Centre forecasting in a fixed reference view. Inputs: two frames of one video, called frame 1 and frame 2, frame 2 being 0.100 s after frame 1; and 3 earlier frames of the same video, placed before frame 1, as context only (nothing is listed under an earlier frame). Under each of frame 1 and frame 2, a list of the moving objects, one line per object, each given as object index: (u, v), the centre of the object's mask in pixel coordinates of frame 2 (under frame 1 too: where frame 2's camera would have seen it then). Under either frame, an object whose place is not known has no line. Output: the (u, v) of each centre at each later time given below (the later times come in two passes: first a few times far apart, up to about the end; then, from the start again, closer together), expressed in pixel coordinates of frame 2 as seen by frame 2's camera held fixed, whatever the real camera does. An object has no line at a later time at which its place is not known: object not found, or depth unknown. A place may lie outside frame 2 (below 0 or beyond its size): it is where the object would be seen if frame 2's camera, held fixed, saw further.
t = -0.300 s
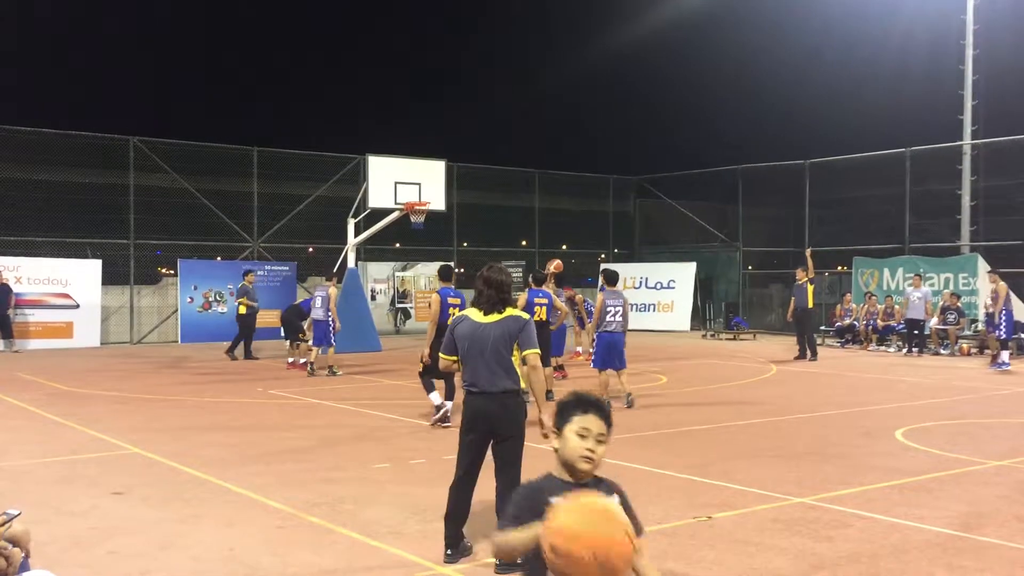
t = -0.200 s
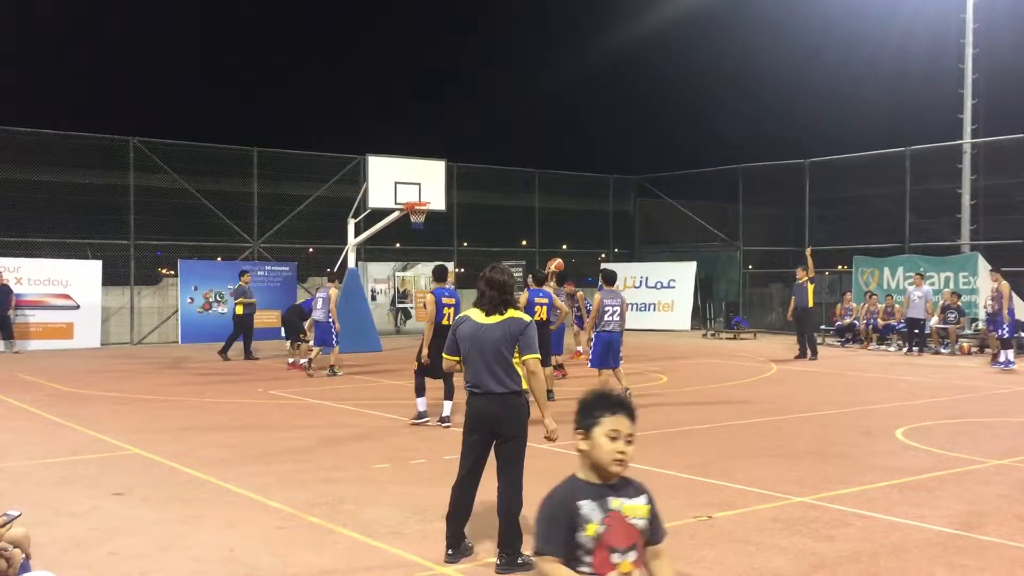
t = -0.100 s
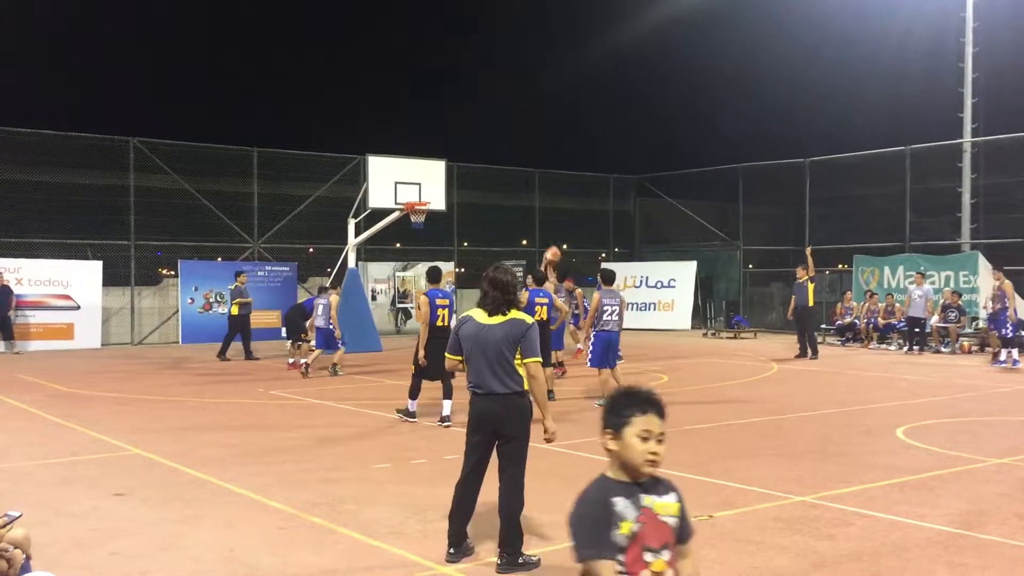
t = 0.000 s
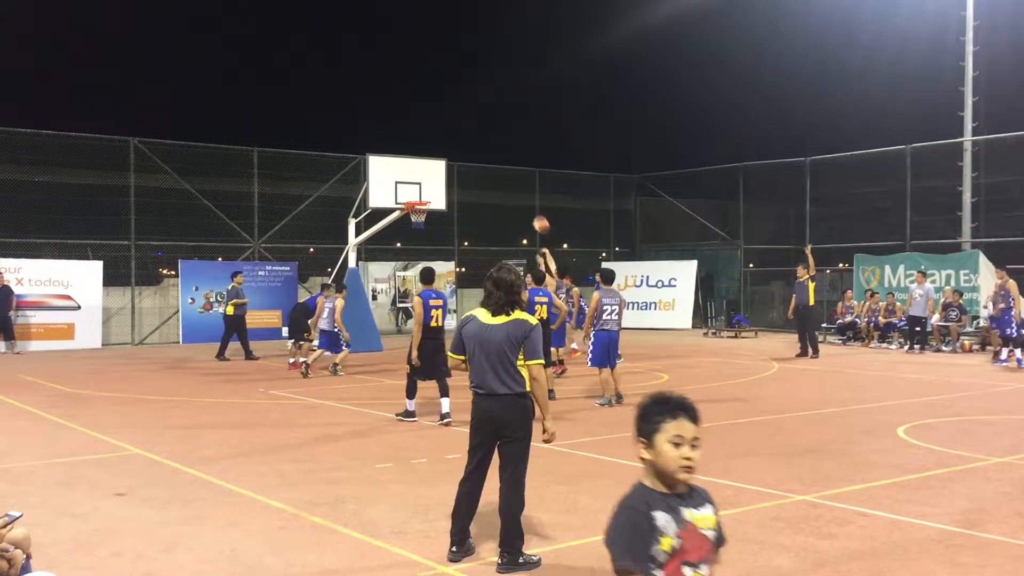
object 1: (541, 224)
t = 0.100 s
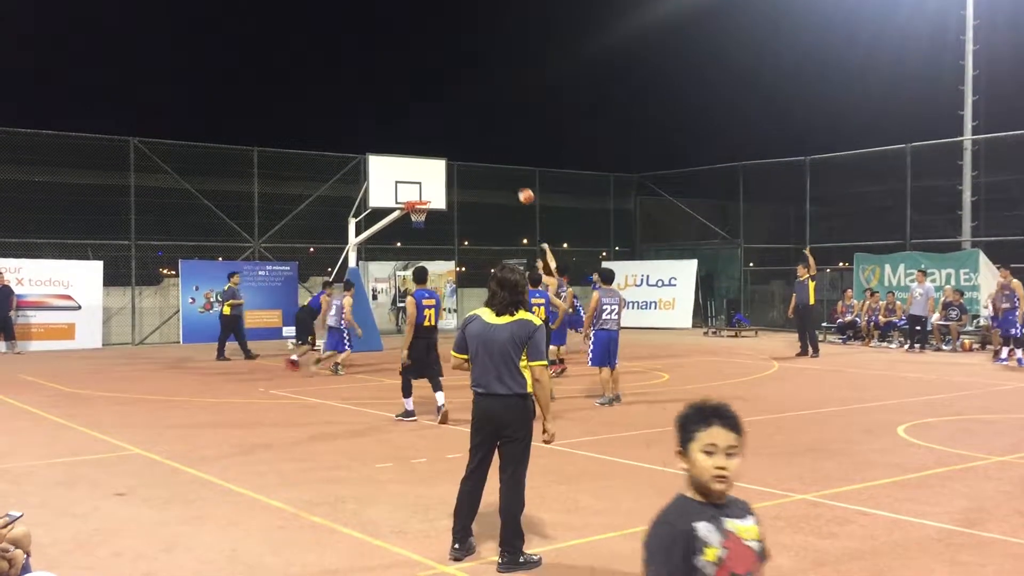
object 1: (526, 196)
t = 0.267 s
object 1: (503, 164)
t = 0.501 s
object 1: (474, 148)
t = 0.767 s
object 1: (444, 165)
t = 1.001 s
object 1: (423, 206)
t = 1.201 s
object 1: (412, 220)
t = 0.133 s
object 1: (521, 188)
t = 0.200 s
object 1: (512, 175)
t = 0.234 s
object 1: (507, 169)
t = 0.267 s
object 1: (503, 164)
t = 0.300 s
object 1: (499, 160)
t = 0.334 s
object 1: (494, 156)
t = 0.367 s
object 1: (490, 154)
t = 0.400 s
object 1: (486, 151)
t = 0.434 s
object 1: (481, 150)
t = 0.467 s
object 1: (478, 149)
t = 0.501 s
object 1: (474, 148)
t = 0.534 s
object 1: (470, 148)
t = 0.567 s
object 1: (466, 149)
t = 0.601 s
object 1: (462, 151)
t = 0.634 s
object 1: (458, 152)
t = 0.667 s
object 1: (454, 155)
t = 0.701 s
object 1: (451, 157)
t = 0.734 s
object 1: (447, 161)
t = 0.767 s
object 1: (444, 165)
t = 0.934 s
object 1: (426, 195)
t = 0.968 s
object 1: (423, 201)
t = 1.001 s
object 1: (423, 206)
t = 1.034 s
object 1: (417, 213)
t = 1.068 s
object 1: (416, 214)
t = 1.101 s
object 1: (416, 215)
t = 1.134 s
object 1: (414, 216)
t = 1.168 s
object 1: (413, 217)
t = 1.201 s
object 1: (412, 220)
